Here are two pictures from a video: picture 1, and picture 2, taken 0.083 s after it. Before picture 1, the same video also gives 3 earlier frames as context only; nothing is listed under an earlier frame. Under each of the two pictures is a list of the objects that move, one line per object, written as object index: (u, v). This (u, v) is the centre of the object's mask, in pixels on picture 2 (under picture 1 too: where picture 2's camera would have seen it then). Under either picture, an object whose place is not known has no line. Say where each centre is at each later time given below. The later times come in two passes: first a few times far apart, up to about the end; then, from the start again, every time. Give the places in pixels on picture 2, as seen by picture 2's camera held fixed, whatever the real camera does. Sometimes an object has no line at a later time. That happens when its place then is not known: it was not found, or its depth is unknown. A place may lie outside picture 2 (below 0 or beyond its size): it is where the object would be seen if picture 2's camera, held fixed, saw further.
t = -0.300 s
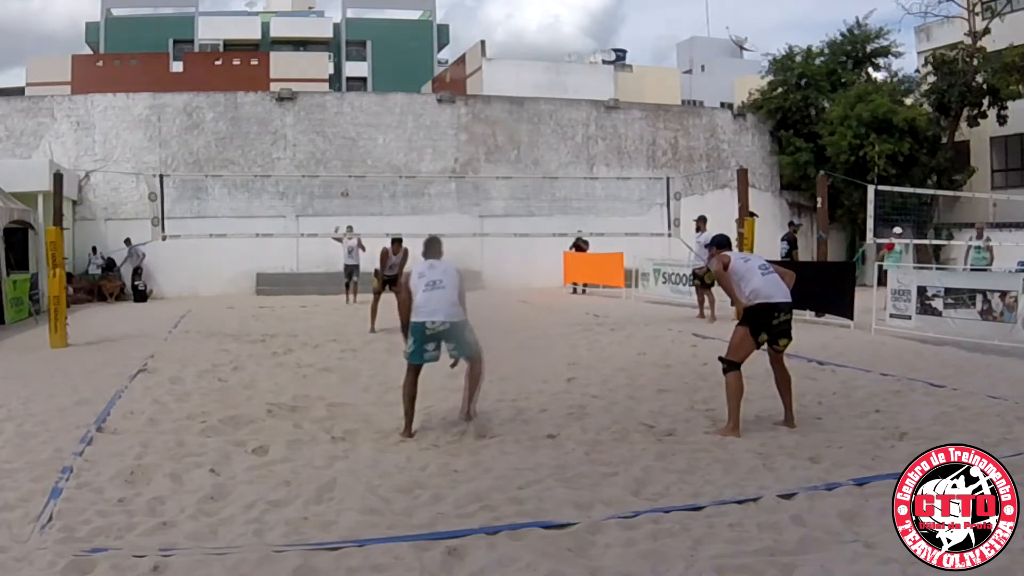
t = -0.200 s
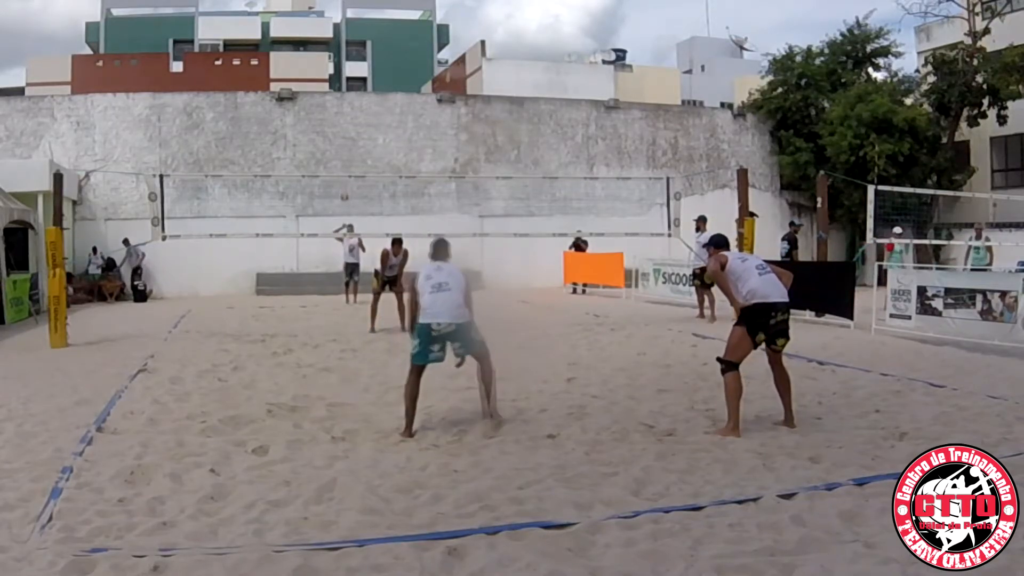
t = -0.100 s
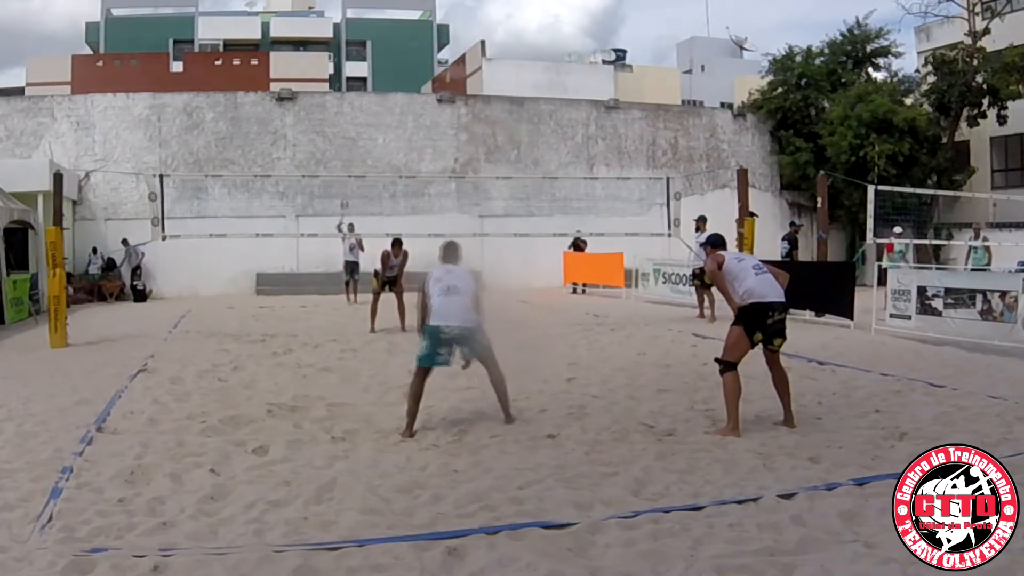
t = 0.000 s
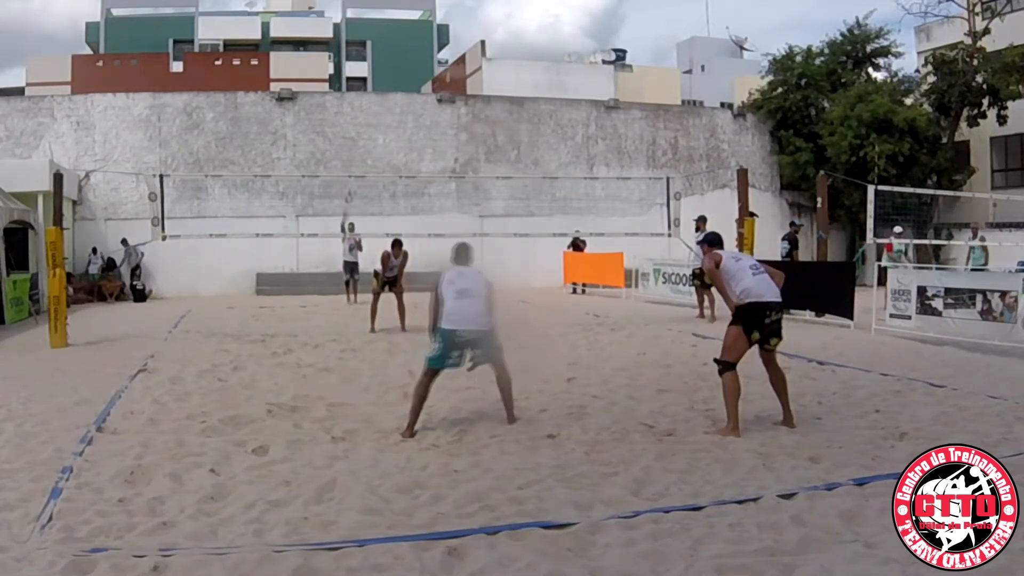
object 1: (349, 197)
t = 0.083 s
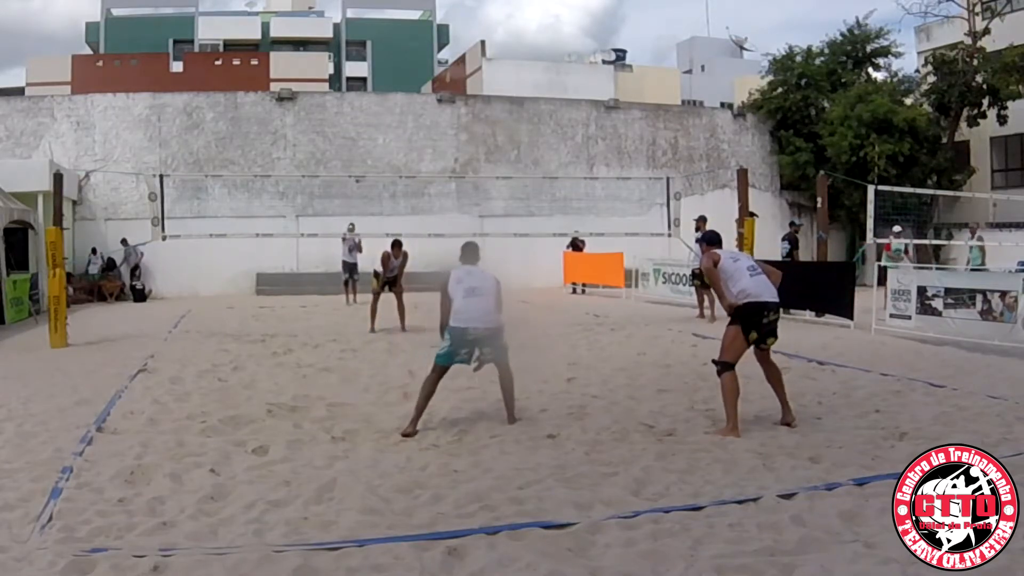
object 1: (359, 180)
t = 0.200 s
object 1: (371, 156)
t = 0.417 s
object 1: (402, 126)
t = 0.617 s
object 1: (439, 118)
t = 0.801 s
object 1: (487, 136)
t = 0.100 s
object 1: (359, 177)
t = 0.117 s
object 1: (361, 171)
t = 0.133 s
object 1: (363, 168)
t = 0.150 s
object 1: (365, 166)
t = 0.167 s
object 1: (367, 163)
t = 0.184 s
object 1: (369, 160)
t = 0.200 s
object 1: (371, 156)
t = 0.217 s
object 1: (373, 154)
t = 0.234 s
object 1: (376, 150)
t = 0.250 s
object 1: (377, 148)
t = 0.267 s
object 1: (379, 146)
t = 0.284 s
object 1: (381, 143)
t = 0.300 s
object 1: (384, 140)
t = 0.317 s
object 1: (386, 138)
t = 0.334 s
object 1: (389, 136)
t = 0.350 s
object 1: (392, 134)
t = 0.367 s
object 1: (395, 132)
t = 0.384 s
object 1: (397, 130)
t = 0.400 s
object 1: (400, 129)
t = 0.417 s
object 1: (402, 126)
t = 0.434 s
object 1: (404, 126)
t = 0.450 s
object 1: (407, 123)
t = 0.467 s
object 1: (410, 122)
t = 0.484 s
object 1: (413, 121)
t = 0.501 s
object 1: (415, 120)
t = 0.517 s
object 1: (418, 119)
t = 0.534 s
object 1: (422, 119)
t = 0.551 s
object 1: (426, 118)
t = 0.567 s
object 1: (429, 119)
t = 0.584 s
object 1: (432, 117)
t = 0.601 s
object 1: (435, 119)
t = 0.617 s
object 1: (439, 118)
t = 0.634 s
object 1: (443, 120)
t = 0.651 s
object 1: (447, 119)
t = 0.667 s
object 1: (451, 121)
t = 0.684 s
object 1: (455, 121)
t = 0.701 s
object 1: (459, 123)
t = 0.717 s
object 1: (463, 124)
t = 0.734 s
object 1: (467, 126)
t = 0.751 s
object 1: (472, 127)
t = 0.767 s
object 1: (477, 131)
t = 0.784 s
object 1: (482, 133)
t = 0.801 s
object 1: (487, 136)
